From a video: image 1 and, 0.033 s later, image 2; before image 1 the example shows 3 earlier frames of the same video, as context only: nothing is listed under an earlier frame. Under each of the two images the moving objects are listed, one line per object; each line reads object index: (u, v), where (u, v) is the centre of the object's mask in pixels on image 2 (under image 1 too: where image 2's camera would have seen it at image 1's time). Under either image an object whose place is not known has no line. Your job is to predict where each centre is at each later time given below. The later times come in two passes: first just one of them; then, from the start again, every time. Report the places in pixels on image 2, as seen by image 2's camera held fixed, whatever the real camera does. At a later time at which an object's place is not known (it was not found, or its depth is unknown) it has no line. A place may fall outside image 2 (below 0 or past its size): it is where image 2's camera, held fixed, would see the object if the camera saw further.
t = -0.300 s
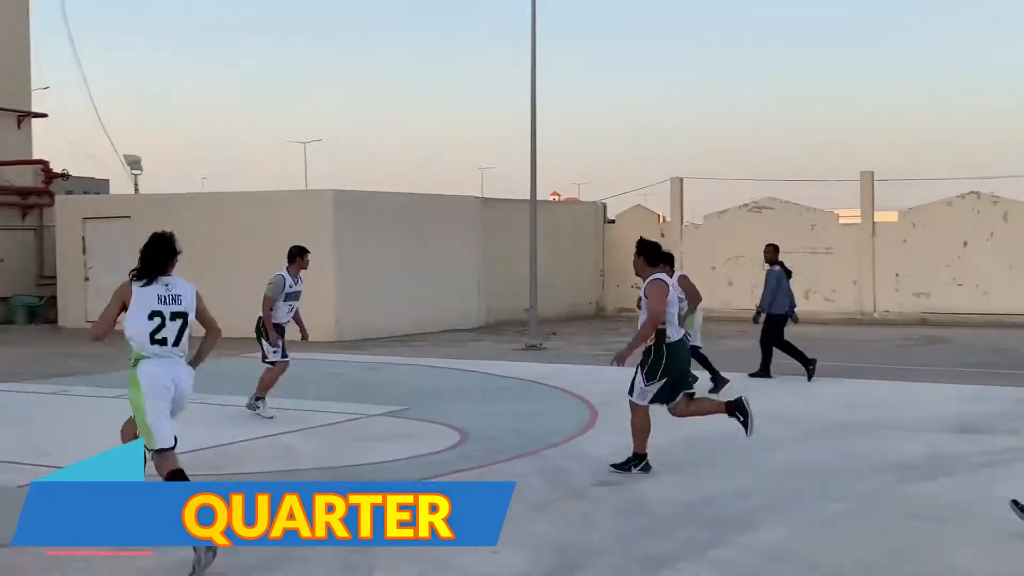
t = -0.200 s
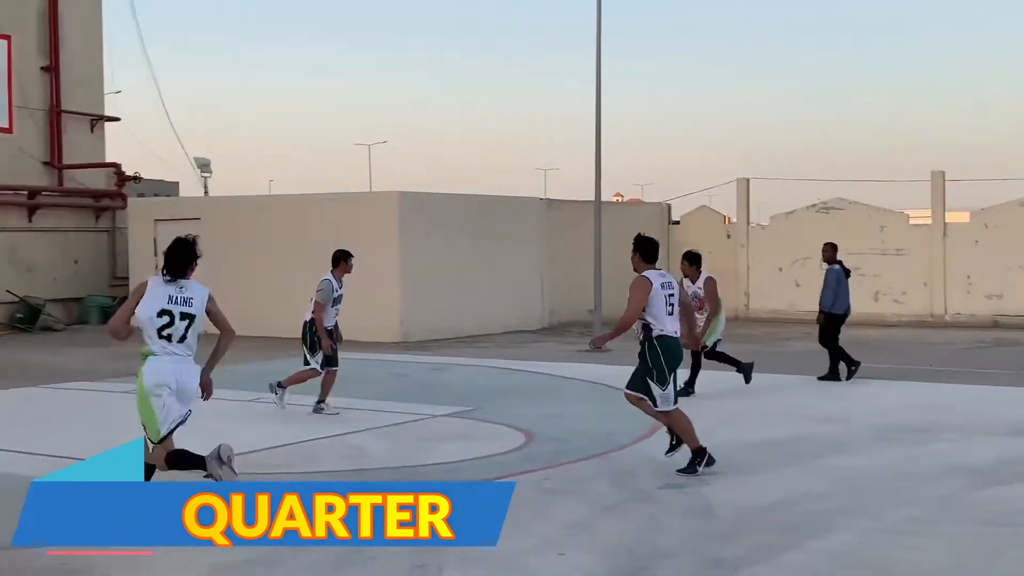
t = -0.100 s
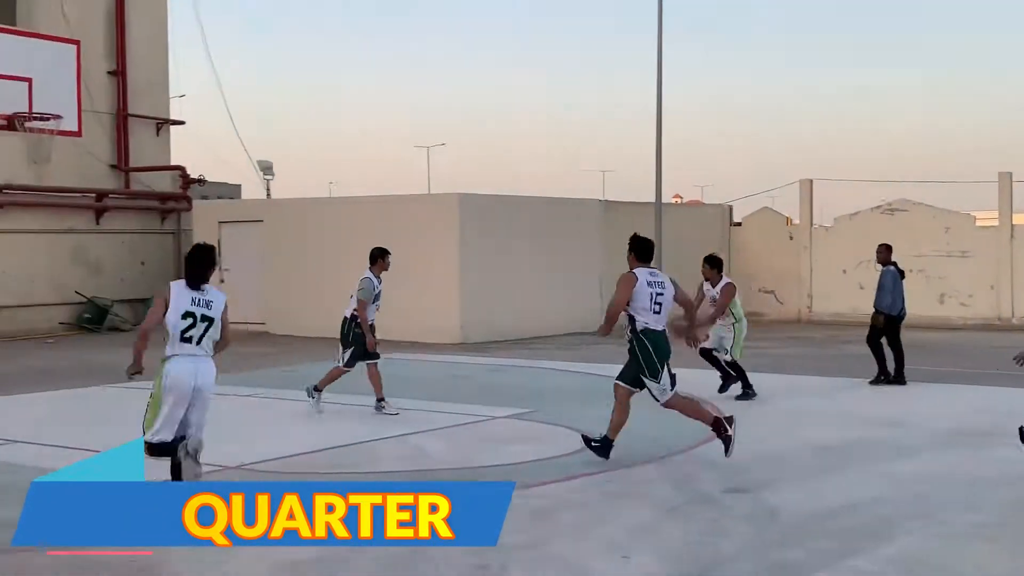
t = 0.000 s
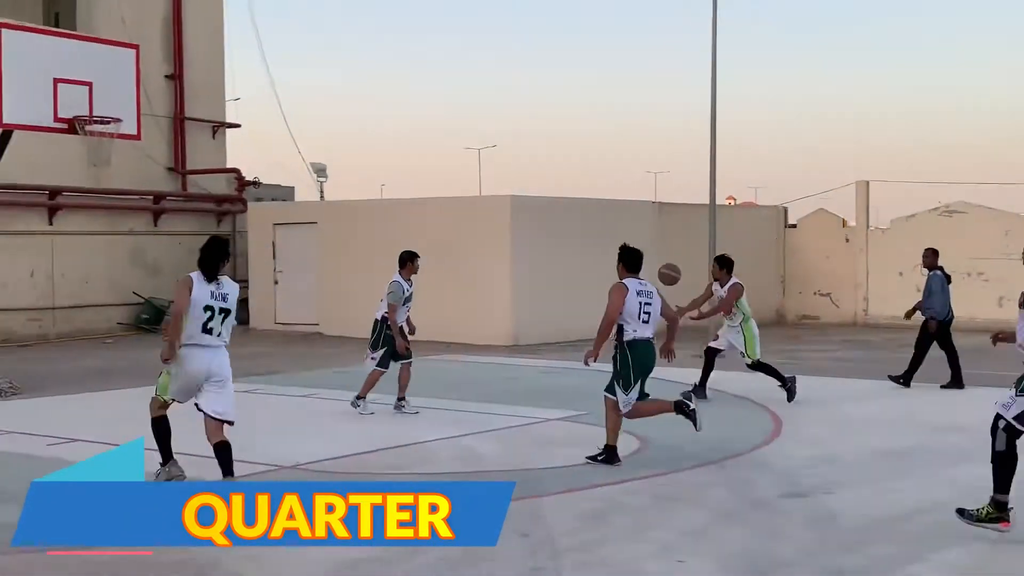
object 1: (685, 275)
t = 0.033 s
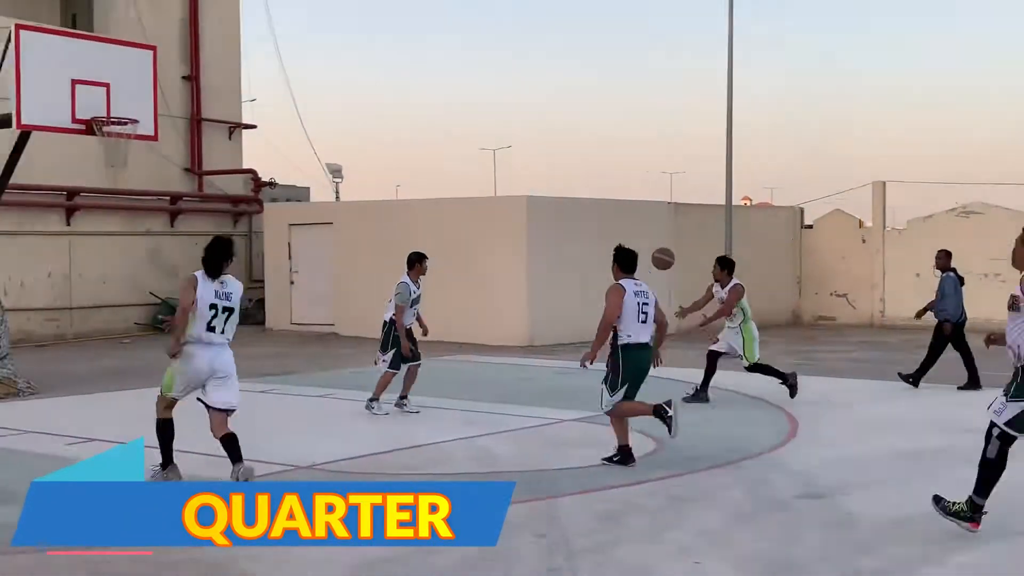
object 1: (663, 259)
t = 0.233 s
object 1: (530, 182)
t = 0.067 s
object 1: (640, 243)
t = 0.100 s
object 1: (619, 229)
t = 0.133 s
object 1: (597, 216)
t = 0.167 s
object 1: (575, 203)
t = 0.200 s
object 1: (552, 192)
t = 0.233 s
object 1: (530, 182)
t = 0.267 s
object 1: (508, 173)
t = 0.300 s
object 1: (485, 165)
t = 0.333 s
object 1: (462, 158)
